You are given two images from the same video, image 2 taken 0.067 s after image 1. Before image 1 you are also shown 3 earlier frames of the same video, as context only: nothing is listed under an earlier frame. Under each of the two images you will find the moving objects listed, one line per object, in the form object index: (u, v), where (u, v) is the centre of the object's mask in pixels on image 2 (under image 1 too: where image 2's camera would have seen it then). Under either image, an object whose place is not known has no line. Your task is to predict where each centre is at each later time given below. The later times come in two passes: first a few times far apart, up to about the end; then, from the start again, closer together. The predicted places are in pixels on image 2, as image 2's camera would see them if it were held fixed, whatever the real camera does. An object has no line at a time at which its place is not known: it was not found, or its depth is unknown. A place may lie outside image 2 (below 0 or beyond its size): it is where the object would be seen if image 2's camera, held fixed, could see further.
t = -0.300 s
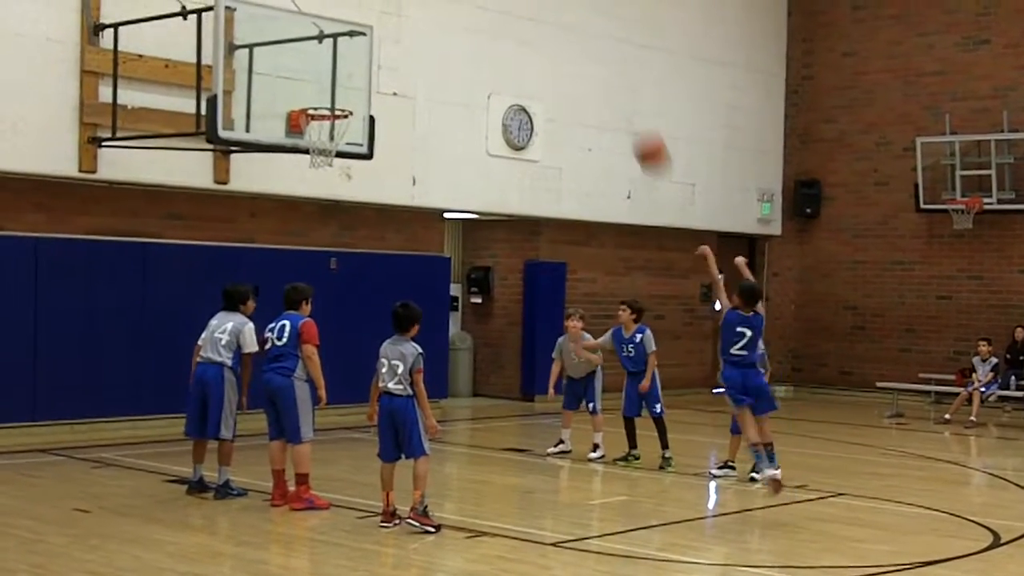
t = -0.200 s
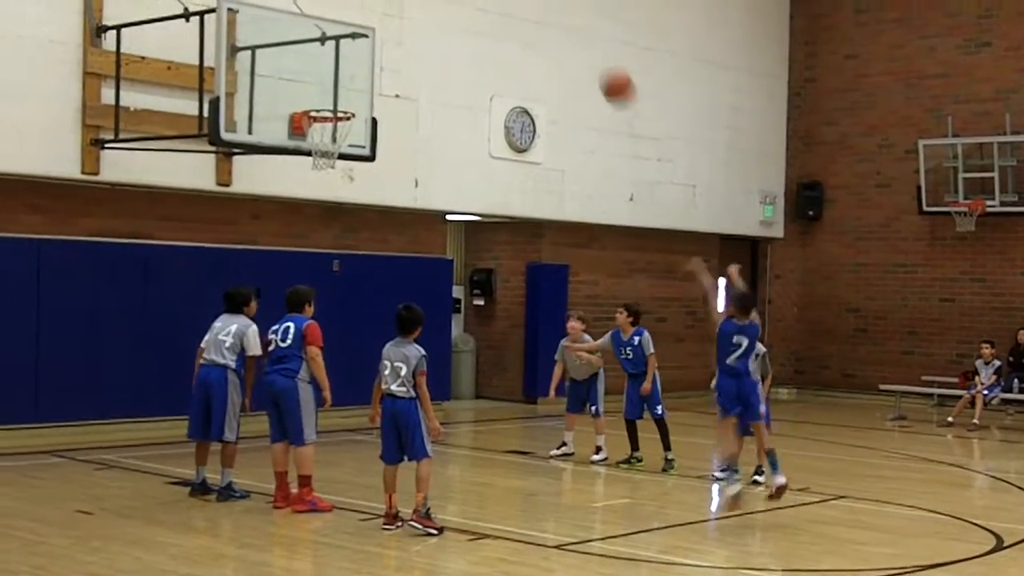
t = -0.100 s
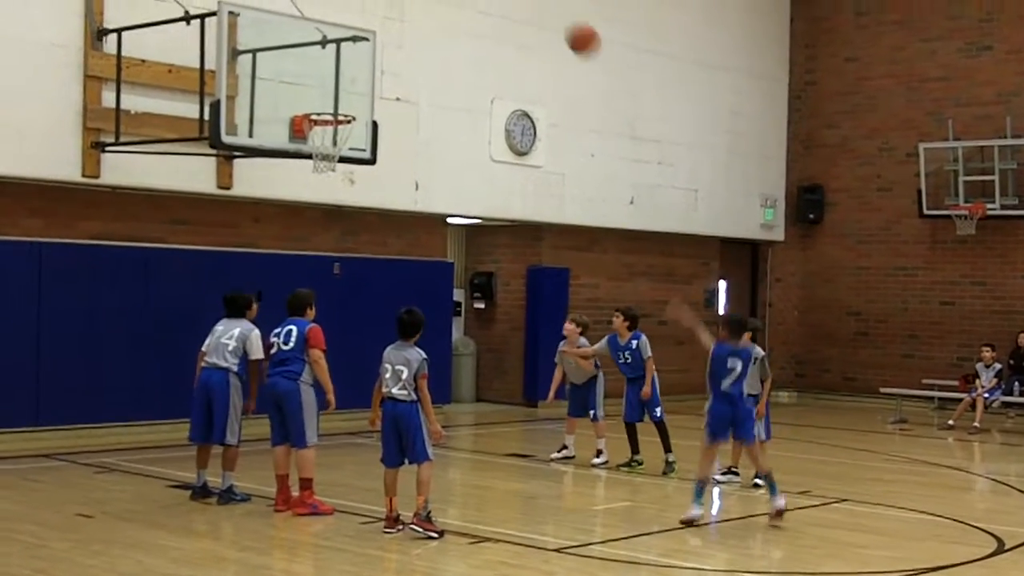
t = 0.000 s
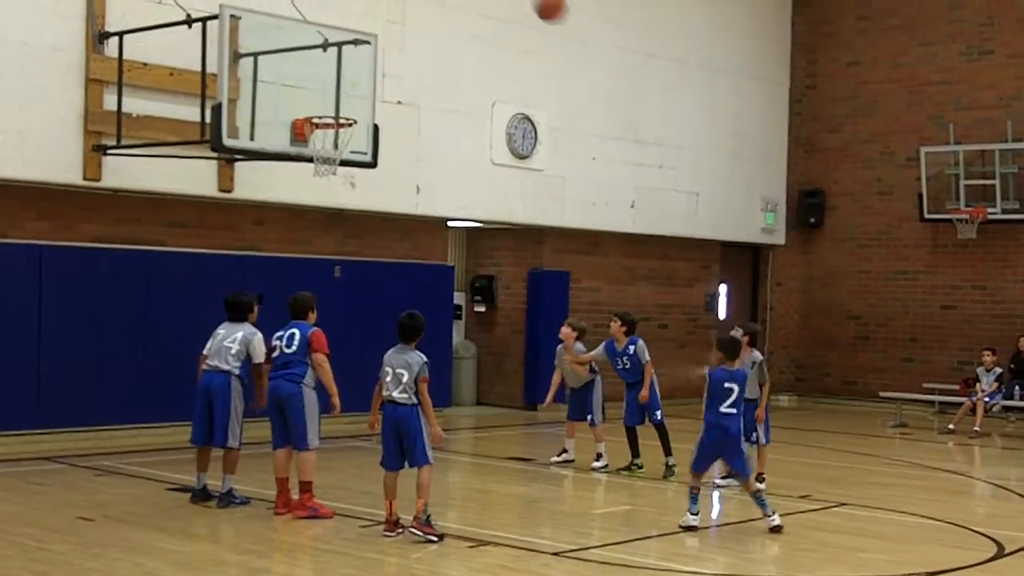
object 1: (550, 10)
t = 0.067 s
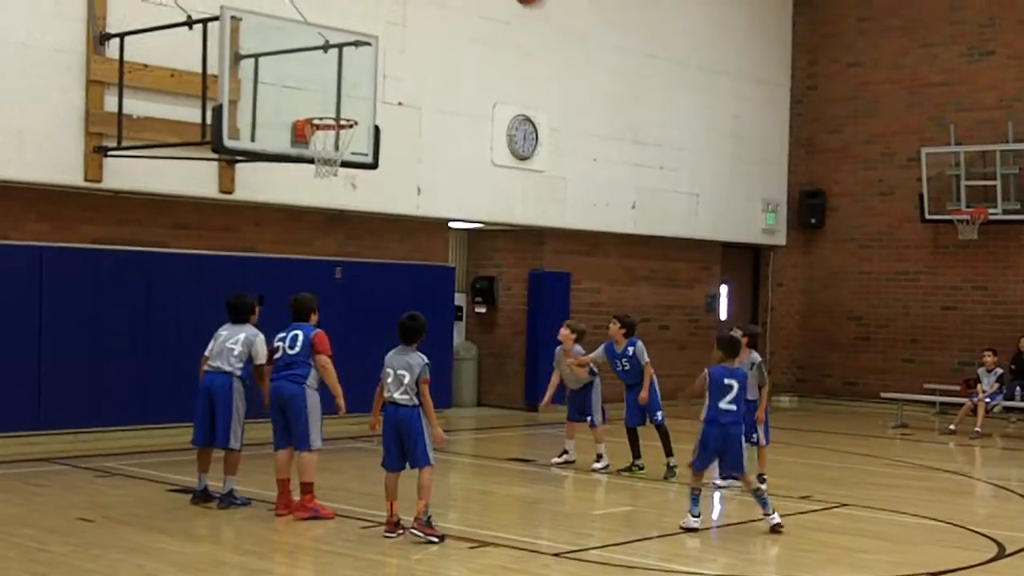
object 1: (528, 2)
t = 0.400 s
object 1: (429, 5)
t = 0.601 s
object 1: (374, 55)
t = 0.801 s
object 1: (323, 92)
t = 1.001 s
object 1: (277, 61)
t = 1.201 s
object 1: (258, 64)
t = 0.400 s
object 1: (429, 5)
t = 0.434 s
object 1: (419, 8)
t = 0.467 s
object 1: (409, 12)
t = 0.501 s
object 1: (400, 20)
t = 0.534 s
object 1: (392, 30)
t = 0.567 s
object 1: (383, 43)
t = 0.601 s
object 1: (374, 55)
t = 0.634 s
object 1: (365, 69)
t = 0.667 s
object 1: (356, 85)
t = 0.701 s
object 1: (349, 100)
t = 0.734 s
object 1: (340, 111)
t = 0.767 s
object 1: (331, 101)
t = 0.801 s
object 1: (323, 92)
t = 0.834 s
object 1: (315, 85)
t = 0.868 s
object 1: (306, 78)
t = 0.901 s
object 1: (297, 72)
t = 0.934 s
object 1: (289, 67)
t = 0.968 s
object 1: (282, 65)
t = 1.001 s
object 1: (277, 61)
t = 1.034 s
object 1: (274, 58)
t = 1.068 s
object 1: (271, 57)
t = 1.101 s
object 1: (268, 57)
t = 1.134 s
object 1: (265, 57)
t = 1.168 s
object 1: (262, 60)
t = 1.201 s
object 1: (258, 64)
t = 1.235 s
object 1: (255, 69)
